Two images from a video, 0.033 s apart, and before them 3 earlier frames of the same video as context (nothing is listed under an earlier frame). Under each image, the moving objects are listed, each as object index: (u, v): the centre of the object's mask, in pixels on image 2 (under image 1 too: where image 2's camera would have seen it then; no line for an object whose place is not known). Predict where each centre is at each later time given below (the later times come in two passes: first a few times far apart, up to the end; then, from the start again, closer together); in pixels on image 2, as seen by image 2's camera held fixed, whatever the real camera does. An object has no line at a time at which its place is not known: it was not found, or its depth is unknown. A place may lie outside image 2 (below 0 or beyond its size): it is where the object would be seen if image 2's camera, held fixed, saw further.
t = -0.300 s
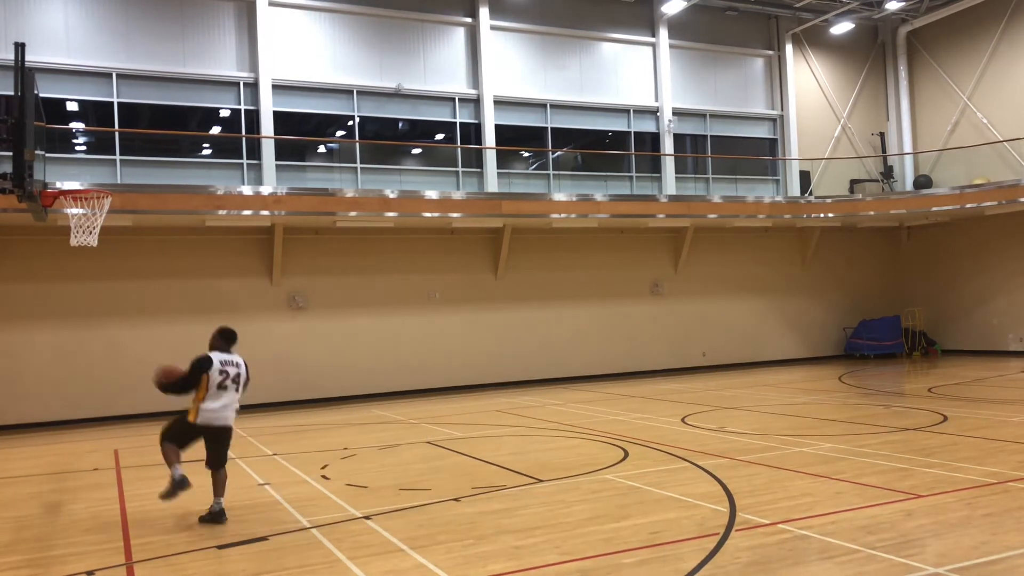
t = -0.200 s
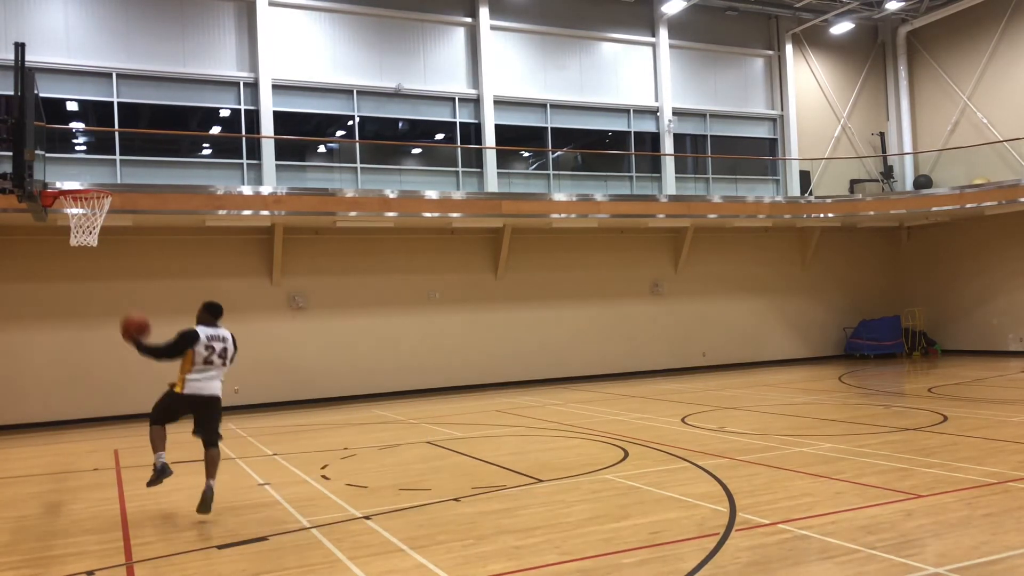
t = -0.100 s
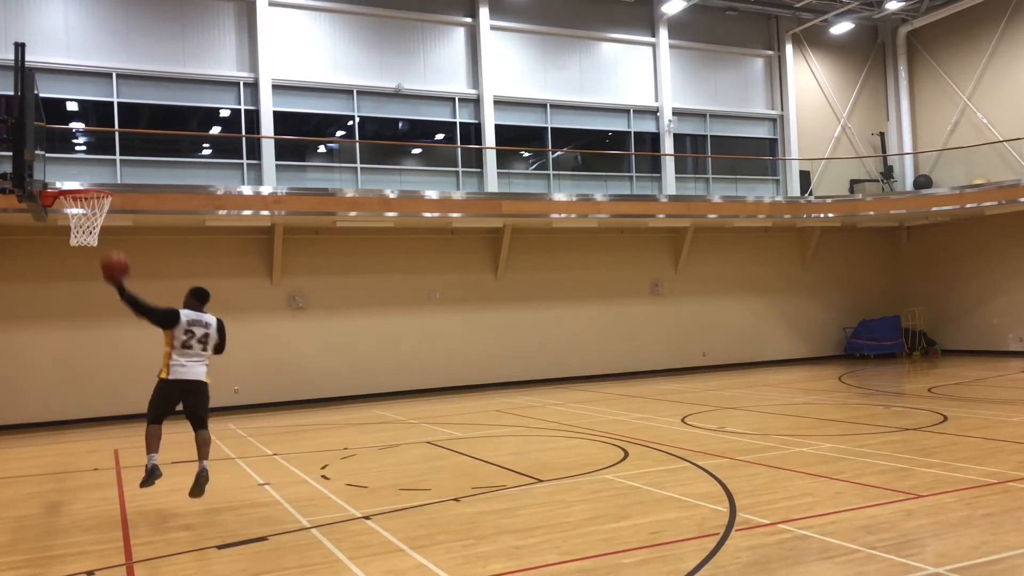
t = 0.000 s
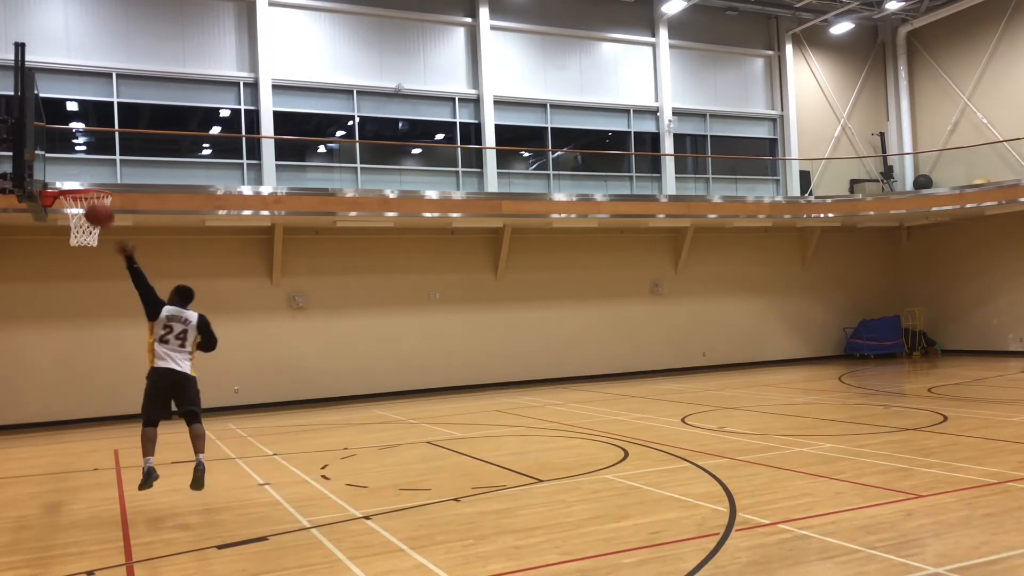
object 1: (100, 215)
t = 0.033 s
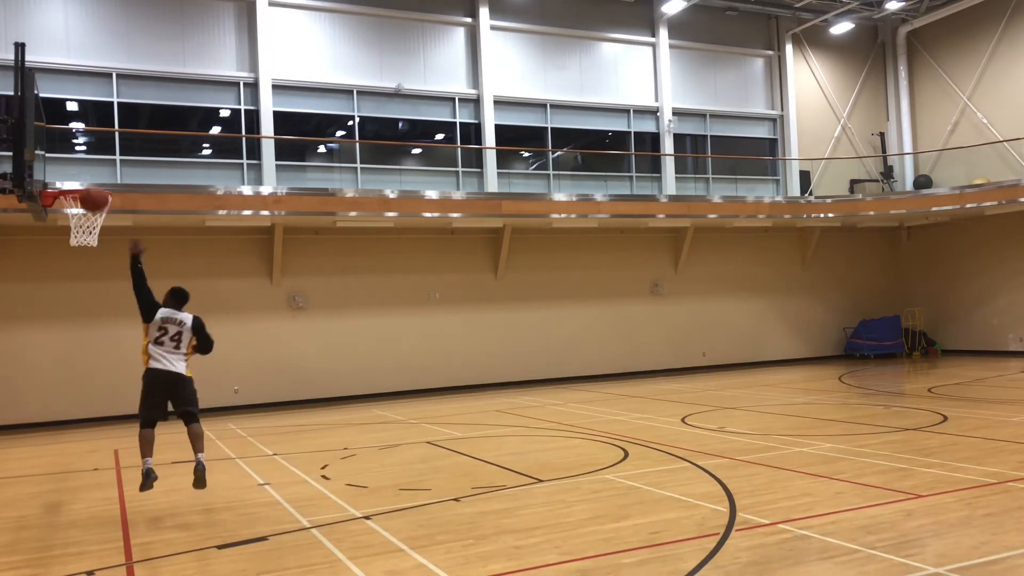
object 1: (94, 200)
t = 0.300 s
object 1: (55, 128)
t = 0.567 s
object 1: (81, 144)
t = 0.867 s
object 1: (92, 176)
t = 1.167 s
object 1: (82, 180)
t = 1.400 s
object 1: (80, 188)
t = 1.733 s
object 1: (84, 274)
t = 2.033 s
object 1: (91, 437)
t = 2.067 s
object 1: (92, 461)
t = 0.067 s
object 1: (89, 186)
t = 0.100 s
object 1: (83, 174)
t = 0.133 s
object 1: (78, 164)
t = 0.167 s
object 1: (73, 154)
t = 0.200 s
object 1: (68, 145)
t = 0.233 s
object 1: (63, 139)
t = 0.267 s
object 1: (59, 133)
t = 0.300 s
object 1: (55, 128)
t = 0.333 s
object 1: (52, 126)
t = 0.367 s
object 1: (56, 125)
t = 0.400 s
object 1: (60, 125)
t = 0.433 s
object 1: (64, 126)
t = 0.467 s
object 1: (68, 129)
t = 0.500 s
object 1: (73, 133)
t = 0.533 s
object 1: (78, 139)
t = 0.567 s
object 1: (81, 144)
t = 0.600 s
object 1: (86, 151)
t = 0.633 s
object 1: (90, 159)
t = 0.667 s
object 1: (94, 168)
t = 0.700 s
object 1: (98, 177)
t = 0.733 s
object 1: (99, 180)
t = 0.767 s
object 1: (97, 178)
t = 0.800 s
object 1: (95, 176)
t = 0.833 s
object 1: (93, 176)
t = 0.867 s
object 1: (92, 176)
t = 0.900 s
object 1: (90, 177)
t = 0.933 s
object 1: (89, 178)
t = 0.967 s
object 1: (87, 181)
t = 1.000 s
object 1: (86, 183)
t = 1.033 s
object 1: (85, 181)
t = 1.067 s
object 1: (84, 180)
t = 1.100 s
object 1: (83, 179)
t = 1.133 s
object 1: (82, 179)
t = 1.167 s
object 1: (82, 180)
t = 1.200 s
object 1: (81, 181)
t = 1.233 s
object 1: (80, 182)
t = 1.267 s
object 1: (80, 182)
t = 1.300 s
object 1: (80, 182)
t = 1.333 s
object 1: (80, 182)
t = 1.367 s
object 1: (80, 183)
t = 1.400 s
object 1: (80, 188)
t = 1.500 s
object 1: (81, 205)
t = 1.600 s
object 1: (79, 228)
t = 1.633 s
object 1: (84, 245)
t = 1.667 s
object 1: (84, 250)
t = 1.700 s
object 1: (84, 261)
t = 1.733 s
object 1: (84, 274)
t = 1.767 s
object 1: (85, 288)
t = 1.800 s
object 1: (86, 302)
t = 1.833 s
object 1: (87, 318)
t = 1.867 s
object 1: (87, 335)
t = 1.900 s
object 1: (88, 353)
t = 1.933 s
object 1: (89, 373)
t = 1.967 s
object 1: (89, 392)
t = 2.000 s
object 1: (90, 414)
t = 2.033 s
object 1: (91, 437)
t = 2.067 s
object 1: (92, 461)
